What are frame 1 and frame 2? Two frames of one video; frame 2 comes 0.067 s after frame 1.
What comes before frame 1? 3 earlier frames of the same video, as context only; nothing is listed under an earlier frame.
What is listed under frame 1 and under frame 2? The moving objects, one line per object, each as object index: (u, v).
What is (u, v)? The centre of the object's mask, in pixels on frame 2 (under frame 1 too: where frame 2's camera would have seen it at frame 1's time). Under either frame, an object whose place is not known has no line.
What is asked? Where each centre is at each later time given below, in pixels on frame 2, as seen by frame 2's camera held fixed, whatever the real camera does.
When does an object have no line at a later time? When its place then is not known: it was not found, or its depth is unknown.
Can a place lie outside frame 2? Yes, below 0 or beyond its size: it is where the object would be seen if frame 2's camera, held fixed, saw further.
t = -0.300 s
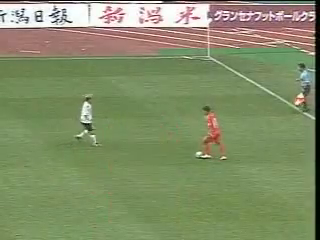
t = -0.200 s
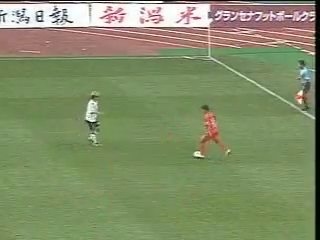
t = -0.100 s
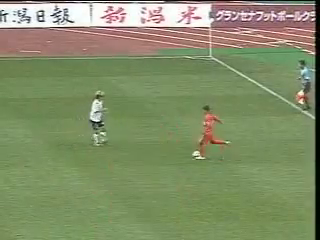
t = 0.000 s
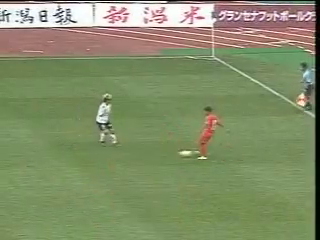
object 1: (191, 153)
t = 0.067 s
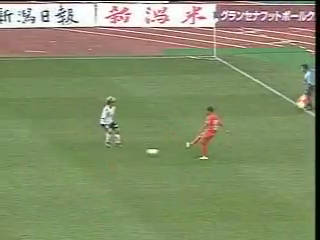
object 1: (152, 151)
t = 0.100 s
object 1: (135, 151)
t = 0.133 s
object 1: (120, 151)
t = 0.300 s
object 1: (46, 148)
